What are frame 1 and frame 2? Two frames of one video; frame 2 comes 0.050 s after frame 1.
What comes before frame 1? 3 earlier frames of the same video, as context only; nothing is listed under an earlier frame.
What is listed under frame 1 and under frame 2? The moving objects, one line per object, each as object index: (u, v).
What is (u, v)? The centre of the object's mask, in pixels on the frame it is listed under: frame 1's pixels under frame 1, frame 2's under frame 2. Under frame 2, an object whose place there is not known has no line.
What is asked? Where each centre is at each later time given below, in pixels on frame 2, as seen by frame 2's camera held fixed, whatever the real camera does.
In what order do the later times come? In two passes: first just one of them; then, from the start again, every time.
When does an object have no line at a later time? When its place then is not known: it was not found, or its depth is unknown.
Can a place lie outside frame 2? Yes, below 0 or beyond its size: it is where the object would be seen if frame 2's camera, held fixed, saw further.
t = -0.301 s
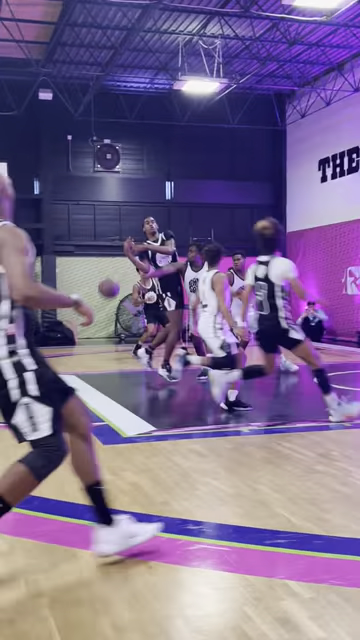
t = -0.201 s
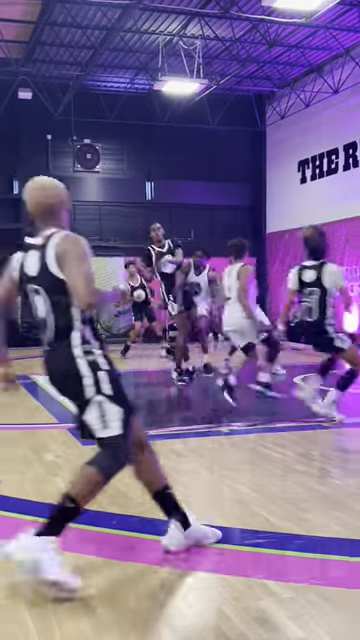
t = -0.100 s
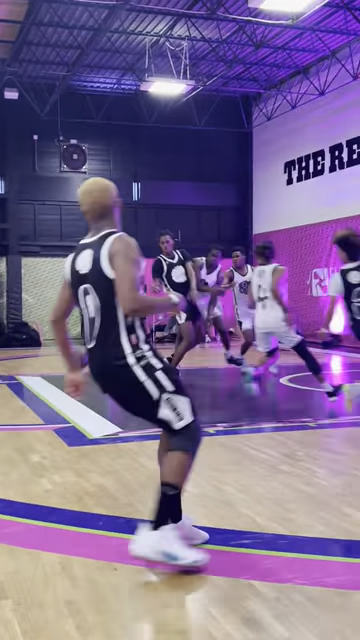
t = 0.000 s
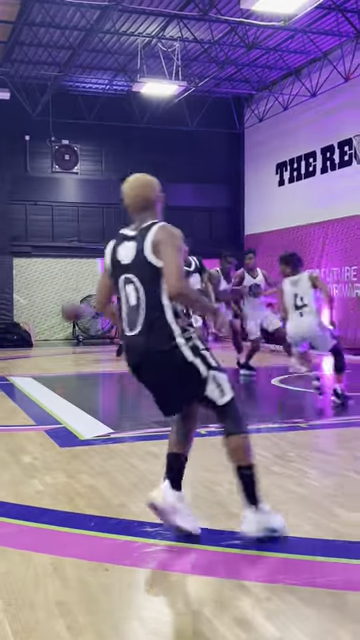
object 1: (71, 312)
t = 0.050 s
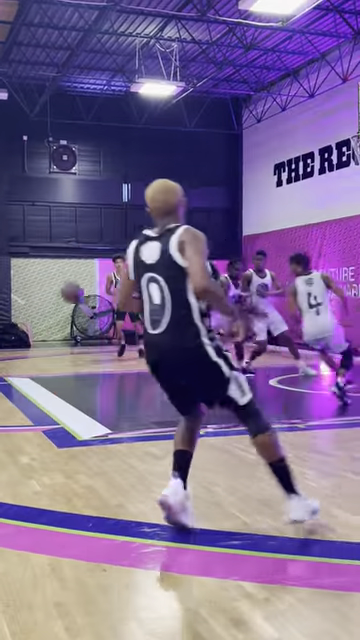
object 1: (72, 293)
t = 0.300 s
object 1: (84, 220)
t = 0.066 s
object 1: (72, 285)
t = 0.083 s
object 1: (73, 279)
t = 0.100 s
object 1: (73, 273)
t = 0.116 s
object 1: (75, 266)
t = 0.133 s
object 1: (75, 261)
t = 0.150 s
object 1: (76, 255)
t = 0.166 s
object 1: (77, 250)
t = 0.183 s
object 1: (77, 244)
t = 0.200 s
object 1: (78, 241)
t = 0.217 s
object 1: (79, 236)
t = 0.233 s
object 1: (81, 232)
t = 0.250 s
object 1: (82, 230)
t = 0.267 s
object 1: (83, 225)
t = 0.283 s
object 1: (83, 223)
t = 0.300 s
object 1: (84, 220)
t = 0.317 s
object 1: (85, 217)
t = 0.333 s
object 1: (85, 216)
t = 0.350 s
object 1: (87, 213)
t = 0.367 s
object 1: (88, 209)
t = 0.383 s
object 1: (89, 208)
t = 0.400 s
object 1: (91, 207)
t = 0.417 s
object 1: (91, 206)
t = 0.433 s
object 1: (94, 205)
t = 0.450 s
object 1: (92, 206)
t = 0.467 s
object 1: (92, 206)
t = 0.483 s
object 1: (93, 206)
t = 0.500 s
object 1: (94, 206)
